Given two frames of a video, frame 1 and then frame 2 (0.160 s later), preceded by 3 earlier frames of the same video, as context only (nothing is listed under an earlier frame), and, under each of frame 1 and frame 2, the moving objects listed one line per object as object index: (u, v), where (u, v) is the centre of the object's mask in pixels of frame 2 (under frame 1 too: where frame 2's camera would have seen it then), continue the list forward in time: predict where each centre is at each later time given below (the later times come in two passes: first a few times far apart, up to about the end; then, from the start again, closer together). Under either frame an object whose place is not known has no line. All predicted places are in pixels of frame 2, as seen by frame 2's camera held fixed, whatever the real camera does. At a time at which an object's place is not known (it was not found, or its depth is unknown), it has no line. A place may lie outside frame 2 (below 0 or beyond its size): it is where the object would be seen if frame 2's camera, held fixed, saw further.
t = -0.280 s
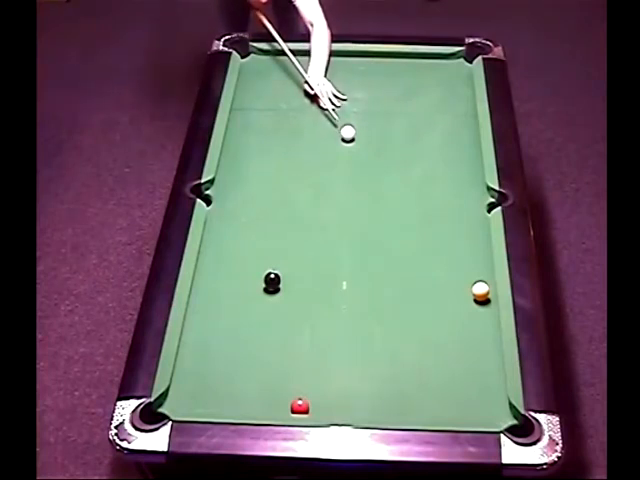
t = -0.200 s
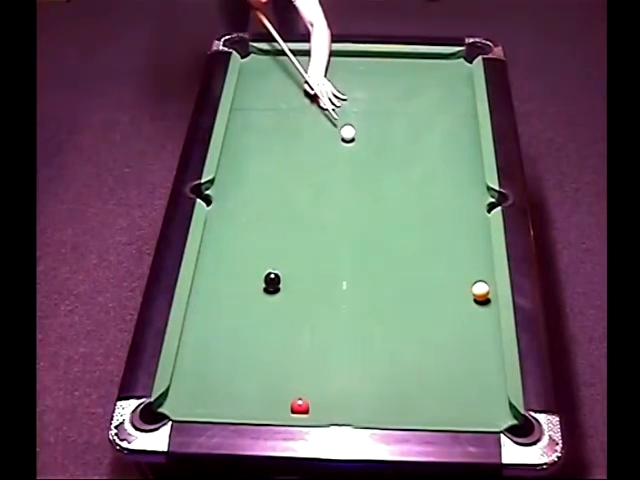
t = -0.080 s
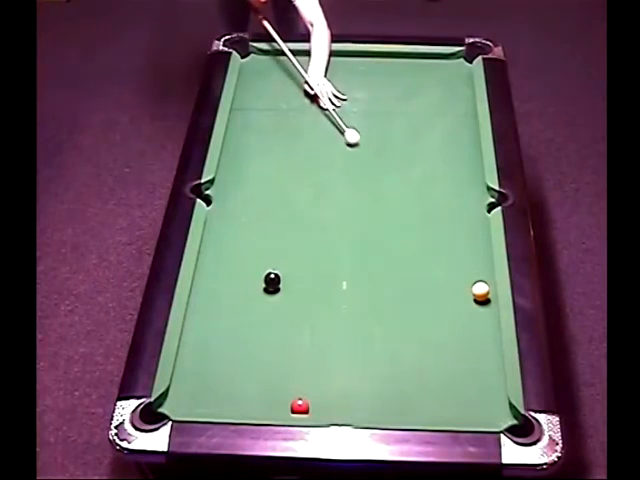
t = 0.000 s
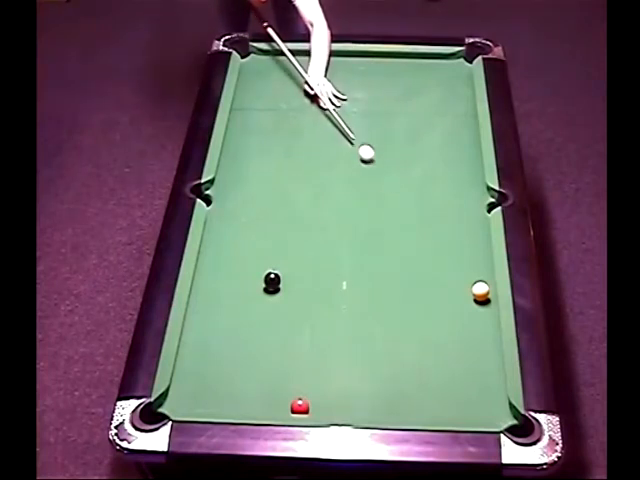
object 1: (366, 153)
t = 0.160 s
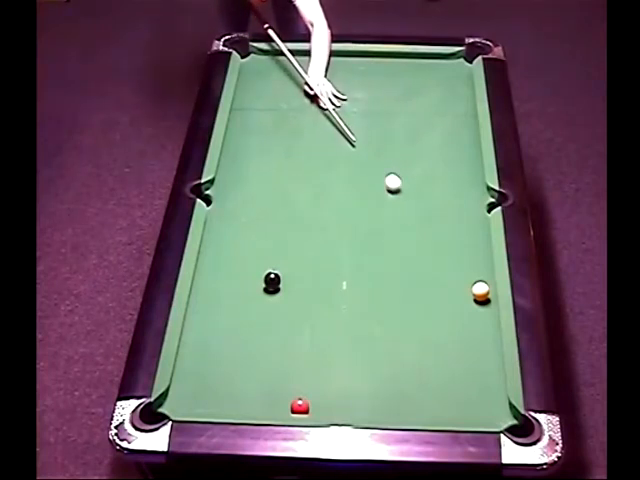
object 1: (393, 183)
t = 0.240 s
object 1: (407, 198)
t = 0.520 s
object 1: (458, 256)
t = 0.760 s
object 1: (480, 282)
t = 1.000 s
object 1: (458, 287)
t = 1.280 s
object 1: (435, 294)
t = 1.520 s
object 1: (417, 299)
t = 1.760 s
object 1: (400, 304)
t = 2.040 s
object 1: (381, 308)
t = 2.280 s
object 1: (367, 312)
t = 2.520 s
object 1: (355, 315)
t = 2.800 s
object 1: (342, 319)
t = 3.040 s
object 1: (333, 321)
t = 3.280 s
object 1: (326, 323)
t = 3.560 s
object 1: (319, 325)
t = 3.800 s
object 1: (315, 325)
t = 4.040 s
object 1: (313, 325)
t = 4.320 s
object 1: (312, 325)
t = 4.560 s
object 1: (312, 325)
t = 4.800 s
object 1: (312, 325)
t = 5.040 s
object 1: (312, 325)
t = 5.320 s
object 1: (312, 325)
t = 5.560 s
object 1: (312, 325)
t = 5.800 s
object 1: (312, 325)
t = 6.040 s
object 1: (315, 327)
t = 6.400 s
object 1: (306, 328)
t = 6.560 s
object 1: (312, 325)
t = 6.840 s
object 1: (312, 325)
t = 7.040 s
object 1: (312, 325)
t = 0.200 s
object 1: (400, 190)
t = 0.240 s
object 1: (407, 198)
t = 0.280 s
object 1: (414, 206)
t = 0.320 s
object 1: (421, 214)
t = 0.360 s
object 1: (428, 222)
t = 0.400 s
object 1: (436, 231)
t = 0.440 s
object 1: (443, 239)
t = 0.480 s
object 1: (451, 247)
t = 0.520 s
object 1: (458, 256)
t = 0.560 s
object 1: (466, 265)
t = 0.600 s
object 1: (473, 273)
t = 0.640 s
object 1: (481, 277)
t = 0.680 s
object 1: (487, 280)
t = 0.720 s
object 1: (484, 281)
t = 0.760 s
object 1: (480, 282)
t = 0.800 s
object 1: (476, 283)
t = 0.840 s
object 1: (473, 284)
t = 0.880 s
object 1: (469, 284)
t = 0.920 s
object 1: (465, 285)
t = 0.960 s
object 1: (462, 286)
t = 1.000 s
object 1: (458, 287)
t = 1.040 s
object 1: (455, 288)
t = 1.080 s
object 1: (452, 289)
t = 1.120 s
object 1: (448, 290)
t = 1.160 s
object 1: (445, 291)
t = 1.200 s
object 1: (442, 292)
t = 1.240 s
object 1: (438, 293)
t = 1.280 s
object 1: (435, 294)
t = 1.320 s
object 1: (432, 295)
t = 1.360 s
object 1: (429, 295)
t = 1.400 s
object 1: (426, 296)
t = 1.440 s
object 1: (423, 297)
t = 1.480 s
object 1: (420, 298)
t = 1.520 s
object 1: (417, 299)
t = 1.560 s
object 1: (414, 300)
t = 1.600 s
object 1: (411, 301)
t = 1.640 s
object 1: (408, 301)
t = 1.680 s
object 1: (405, 302)
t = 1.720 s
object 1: (402, 303)
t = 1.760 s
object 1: (400, 304)
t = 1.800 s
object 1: (397, 304)
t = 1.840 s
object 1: (394, 305)
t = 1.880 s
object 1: (392, 306)
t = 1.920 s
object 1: (389, 306)
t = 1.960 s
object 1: (386, 307)
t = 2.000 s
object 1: (384, 308)
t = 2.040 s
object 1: (381, 308)
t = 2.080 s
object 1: (379, 309)
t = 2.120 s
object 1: (377, 309)
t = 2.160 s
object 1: (374, 310)
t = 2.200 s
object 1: (372, 311)
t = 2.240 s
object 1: (370, 311)
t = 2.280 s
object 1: (367, 312)
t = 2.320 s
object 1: (365, 312)
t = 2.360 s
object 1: (363, 313)
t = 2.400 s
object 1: (361, 314)
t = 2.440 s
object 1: (359, 314)
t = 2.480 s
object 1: (357, 315)
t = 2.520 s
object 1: (355, 315)
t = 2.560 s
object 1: (353, 316)
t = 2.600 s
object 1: (351, 316)
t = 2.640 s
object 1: (349, 317)
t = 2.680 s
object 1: (348, 317)
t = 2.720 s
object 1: (345, 318)
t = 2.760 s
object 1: (344, 318)
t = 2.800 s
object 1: (342, 319)
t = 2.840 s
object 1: (341, 319)
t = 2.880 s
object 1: (339, 320)
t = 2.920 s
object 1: (338, 320)
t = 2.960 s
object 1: (336, 320)
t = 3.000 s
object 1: (335, 321)
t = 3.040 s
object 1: (333, 321)
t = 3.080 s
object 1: (332, 322)
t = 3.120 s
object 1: (331, 322)
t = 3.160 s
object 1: (329, 322)
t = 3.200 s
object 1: (328, 323)
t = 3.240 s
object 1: (327, 323)
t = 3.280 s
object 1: (326, 323)
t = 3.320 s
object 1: (325, 324)
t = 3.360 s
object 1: (324, 324)
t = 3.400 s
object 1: (322, 324)
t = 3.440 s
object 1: (322, 324)
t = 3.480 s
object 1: (321, 324)
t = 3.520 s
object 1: (320, 325)
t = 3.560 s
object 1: (319, 325)
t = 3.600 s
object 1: (318, 325)
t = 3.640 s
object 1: (317, 325)
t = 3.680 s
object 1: (316, 325)
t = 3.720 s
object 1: (316, 325)
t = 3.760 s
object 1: (315, 325)
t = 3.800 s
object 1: (315, 325)
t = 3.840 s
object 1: (314, 325)
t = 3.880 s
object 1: (314, 325)
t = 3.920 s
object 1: (313, 325)
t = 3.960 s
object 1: (313, 325)
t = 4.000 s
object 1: (313, 325)
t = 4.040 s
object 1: (313, 325)
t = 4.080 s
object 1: (312, 325)
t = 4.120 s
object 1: (312, 325)
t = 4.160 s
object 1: (312, 325)
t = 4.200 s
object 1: (312, 325)
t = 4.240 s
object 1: (312, 325)
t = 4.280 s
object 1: (312, 325)
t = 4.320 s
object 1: (312, 325)
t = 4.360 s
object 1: (312, 325)
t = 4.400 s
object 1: (312, 325)
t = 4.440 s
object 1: (312, 325)
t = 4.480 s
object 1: (312, 325)
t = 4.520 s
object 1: (312, 325)
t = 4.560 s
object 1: (312, 325)
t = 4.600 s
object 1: (312, 325)
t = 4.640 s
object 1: (312, 325)
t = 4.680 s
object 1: (312, 325)
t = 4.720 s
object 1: (312, 325)
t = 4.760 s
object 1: (312, 325)
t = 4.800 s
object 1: (312, 325)
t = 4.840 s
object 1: (312, 325)
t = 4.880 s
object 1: (312, 325)
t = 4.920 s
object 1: (312, 325)
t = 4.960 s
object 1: (312, 325)
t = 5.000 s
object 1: (312, 325)
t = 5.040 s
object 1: (312, 325)
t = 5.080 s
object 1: (312, 325)
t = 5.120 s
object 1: (312, 325)
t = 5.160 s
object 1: (312, 325)
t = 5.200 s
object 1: (312, 325)
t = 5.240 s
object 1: (312, 325)
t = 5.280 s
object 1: (312, 325)
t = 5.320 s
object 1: (312, 325)
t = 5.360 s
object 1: (312, 325)
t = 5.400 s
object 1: (312, 325)
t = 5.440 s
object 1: (312, 325)
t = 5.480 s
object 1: (312, 325)
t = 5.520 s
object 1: (312, 325)
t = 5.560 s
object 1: (312, 325)
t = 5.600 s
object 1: (312, 325)
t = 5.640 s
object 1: (312, 325)
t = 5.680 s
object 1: (312, 325)
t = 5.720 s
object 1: (312, 325)
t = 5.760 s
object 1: (312, 325)
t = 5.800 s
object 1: (312, 325)
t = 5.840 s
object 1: (312, 325)
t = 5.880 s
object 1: (312, 325)
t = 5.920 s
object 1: (312, 325)
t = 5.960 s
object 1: (312, 325)
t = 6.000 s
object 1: (312, 325)
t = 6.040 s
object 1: (315, 327)
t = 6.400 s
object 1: (306, 328)
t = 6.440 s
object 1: (311, 326)
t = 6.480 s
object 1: (312, 326)
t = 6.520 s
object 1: (312, 325)
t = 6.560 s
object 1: (312, 325)
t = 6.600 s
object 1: (312, 325)
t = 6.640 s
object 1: (312, 325)
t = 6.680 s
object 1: (312, 325)
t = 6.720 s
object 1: (312, 325)
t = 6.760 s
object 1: (312, 325)
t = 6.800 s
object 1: (312, 325)
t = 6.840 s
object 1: (312, 325)
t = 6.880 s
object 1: (312, 325)
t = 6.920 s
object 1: (312, 325)
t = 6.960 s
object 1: (312, 325)
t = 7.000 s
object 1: (312, 325)
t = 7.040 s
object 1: (312, 325)
